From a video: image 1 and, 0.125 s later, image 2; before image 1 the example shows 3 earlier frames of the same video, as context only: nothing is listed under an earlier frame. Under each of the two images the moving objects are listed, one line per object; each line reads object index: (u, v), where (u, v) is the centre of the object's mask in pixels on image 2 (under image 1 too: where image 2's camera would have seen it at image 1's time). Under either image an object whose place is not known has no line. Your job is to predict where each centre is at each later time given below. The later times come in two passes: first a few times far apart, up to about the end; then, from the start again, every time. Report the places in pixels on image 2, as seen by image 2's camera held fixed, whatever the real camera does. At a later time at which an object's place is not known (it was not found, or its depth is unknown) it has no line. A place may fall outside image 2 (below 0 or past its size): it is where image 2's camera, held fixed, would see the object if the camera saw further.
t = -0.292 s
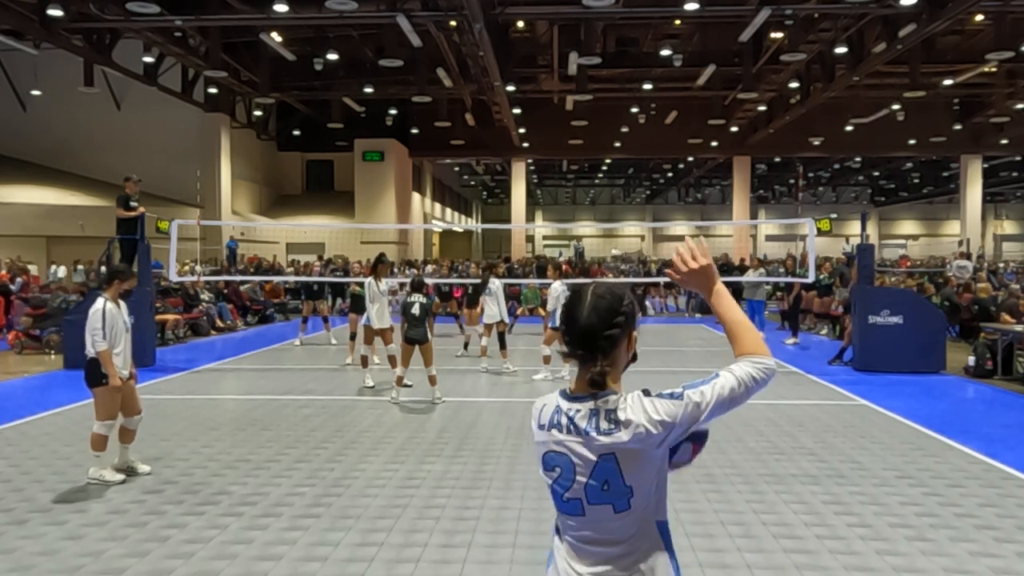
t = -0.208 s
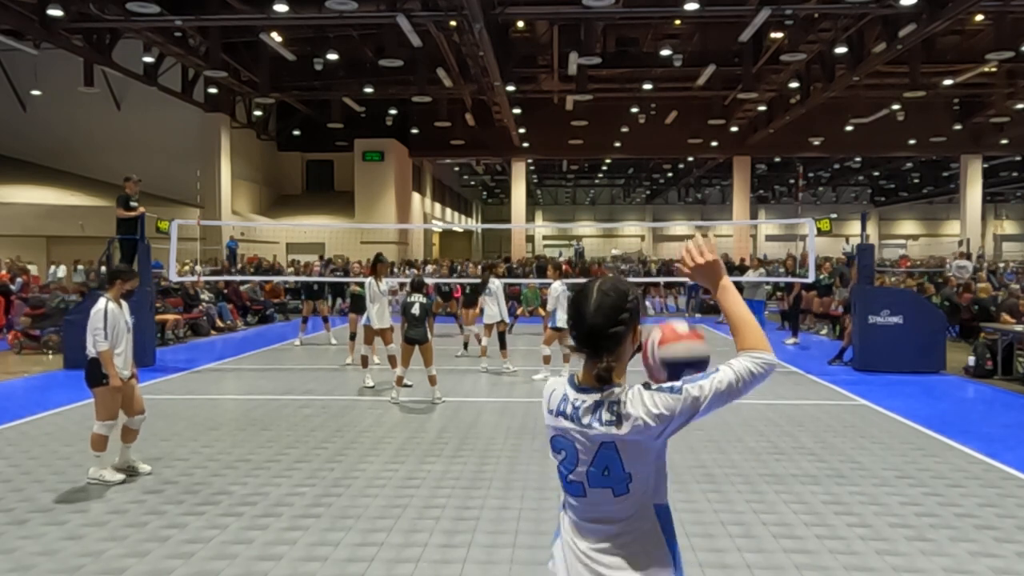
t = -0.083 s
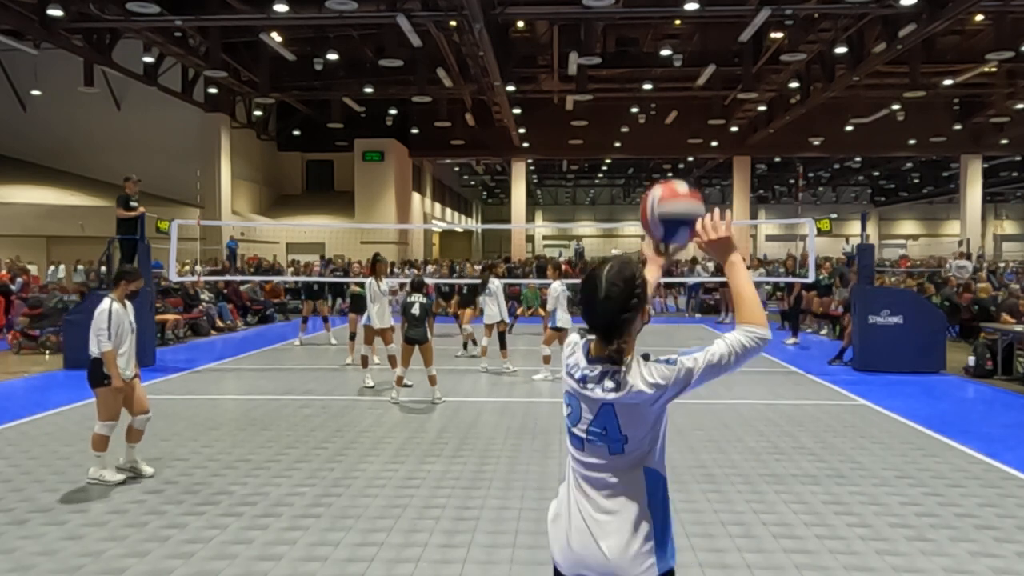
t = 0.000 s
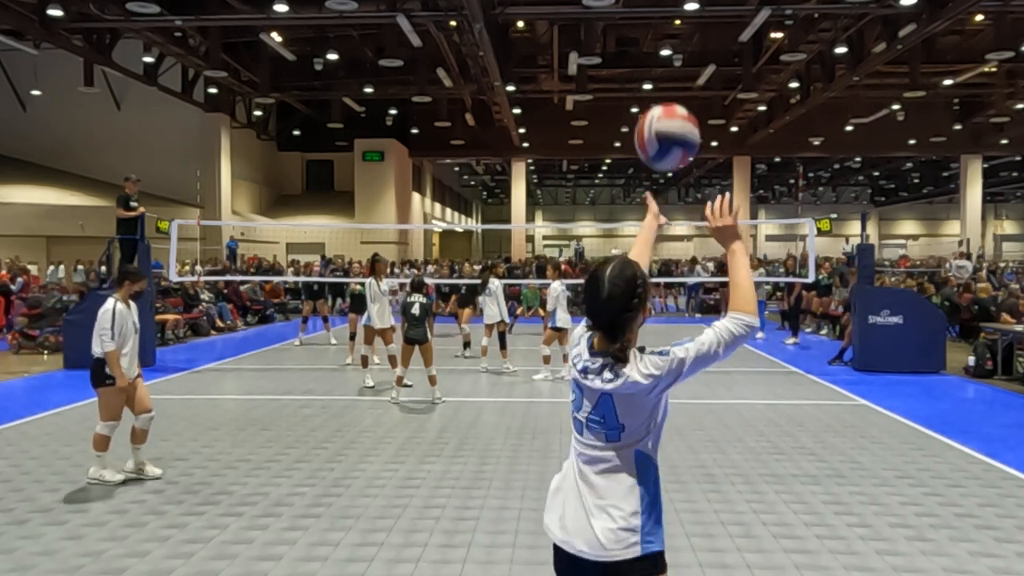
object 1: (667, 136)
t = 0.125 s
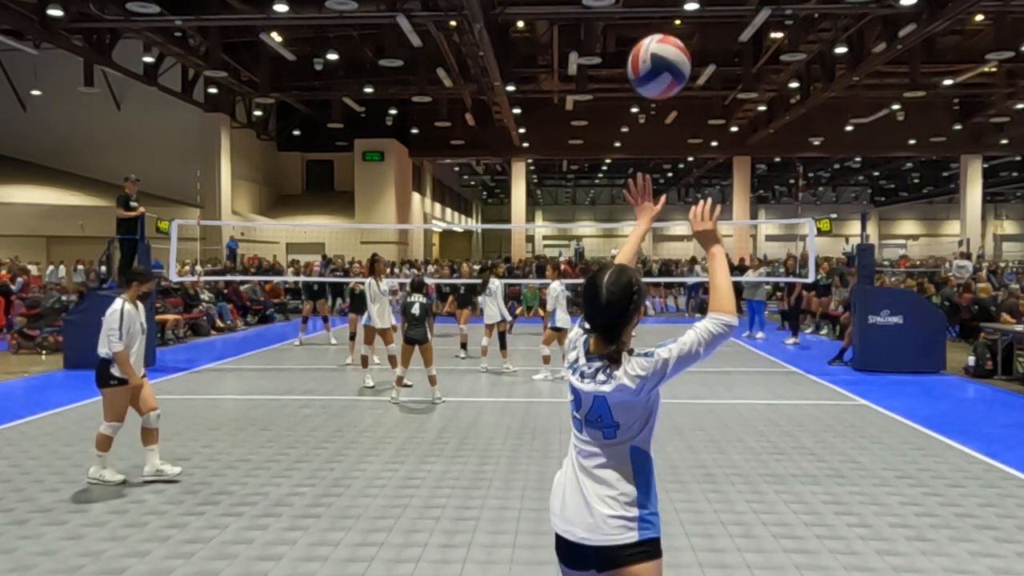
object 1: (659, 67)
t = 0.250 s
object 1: (651, 43)
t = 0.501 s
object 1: (635, 125)
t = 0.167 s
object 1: (656, 53)
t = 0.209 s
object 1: (654, 46)
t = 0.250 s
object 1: (651, 43)
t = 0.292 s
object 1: (648, 46)
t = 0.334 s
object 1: (645, 53)
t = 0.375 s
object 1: (642, 64)
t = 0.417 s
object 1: (640, 80)
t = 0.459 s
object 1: (638, 100)
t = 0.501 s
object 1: (635, 125)
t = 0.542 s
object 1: (632, 152)
